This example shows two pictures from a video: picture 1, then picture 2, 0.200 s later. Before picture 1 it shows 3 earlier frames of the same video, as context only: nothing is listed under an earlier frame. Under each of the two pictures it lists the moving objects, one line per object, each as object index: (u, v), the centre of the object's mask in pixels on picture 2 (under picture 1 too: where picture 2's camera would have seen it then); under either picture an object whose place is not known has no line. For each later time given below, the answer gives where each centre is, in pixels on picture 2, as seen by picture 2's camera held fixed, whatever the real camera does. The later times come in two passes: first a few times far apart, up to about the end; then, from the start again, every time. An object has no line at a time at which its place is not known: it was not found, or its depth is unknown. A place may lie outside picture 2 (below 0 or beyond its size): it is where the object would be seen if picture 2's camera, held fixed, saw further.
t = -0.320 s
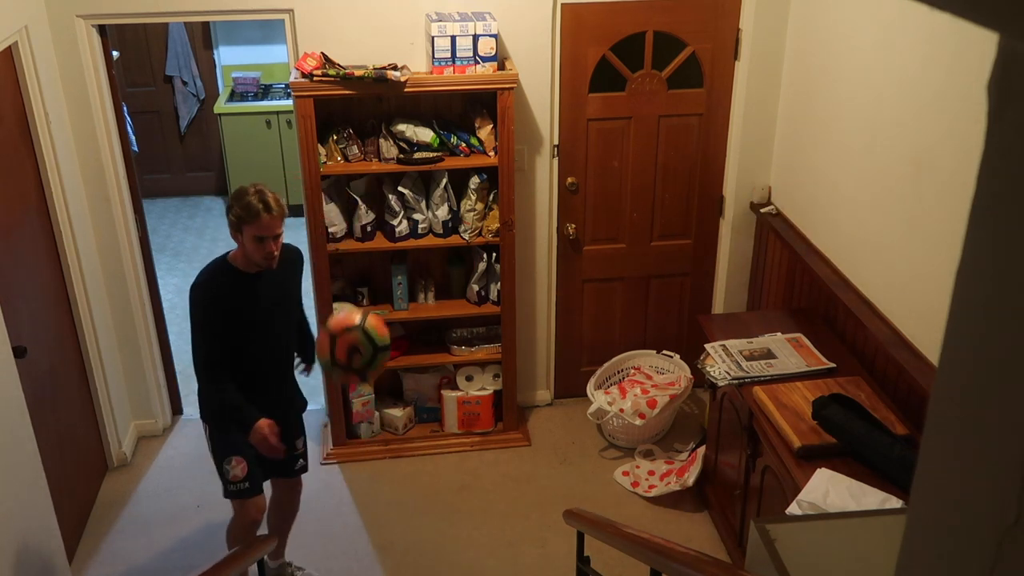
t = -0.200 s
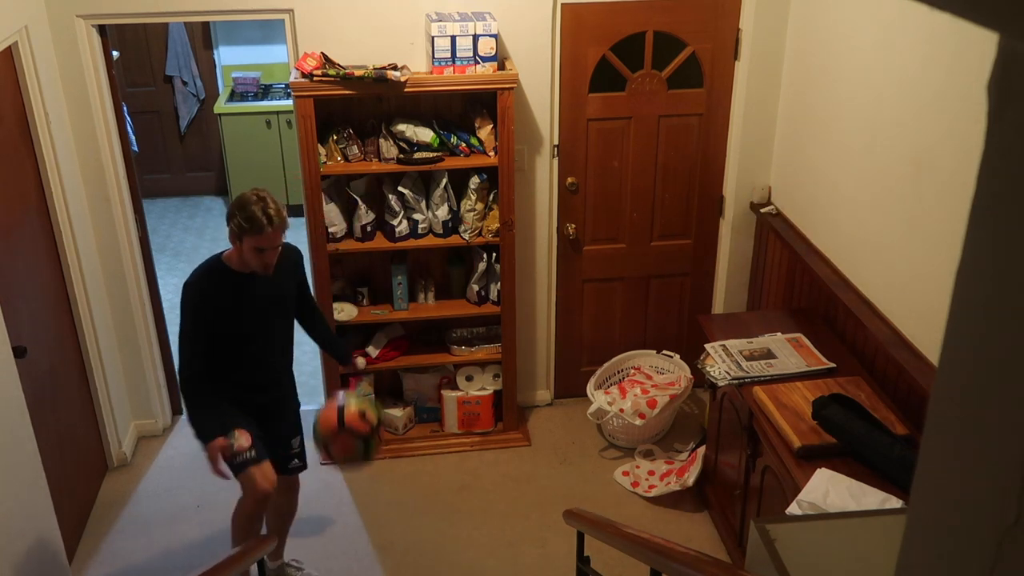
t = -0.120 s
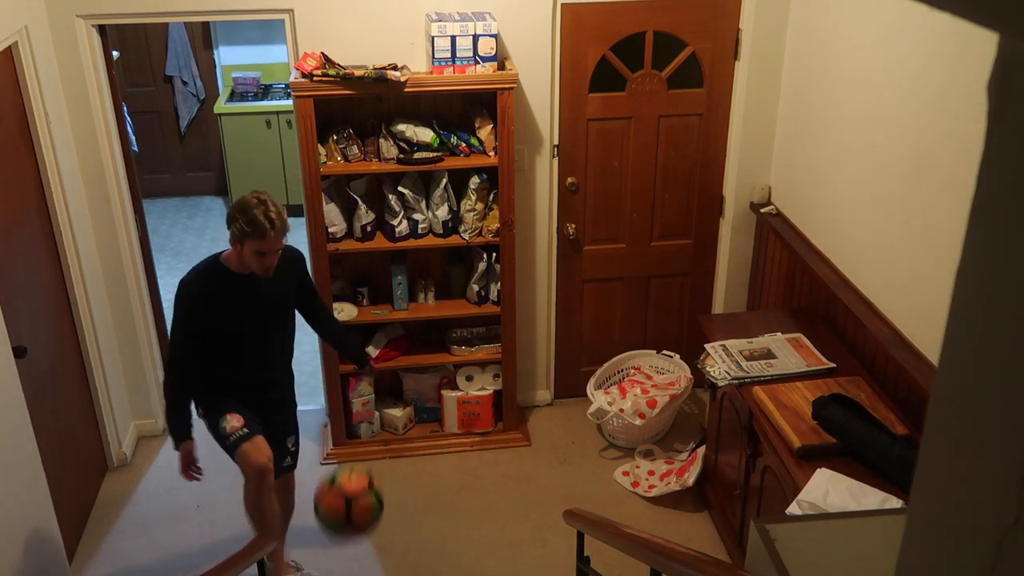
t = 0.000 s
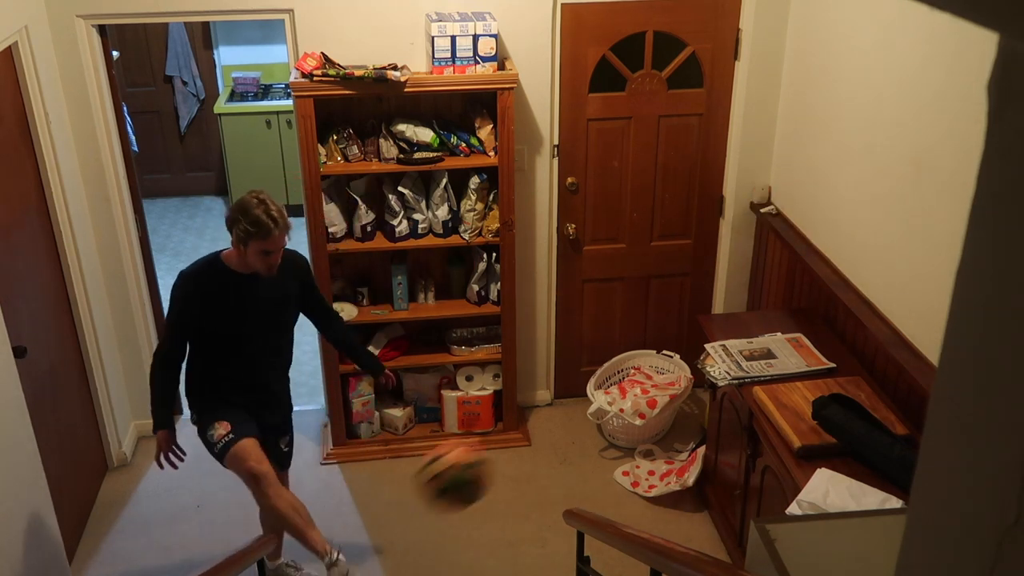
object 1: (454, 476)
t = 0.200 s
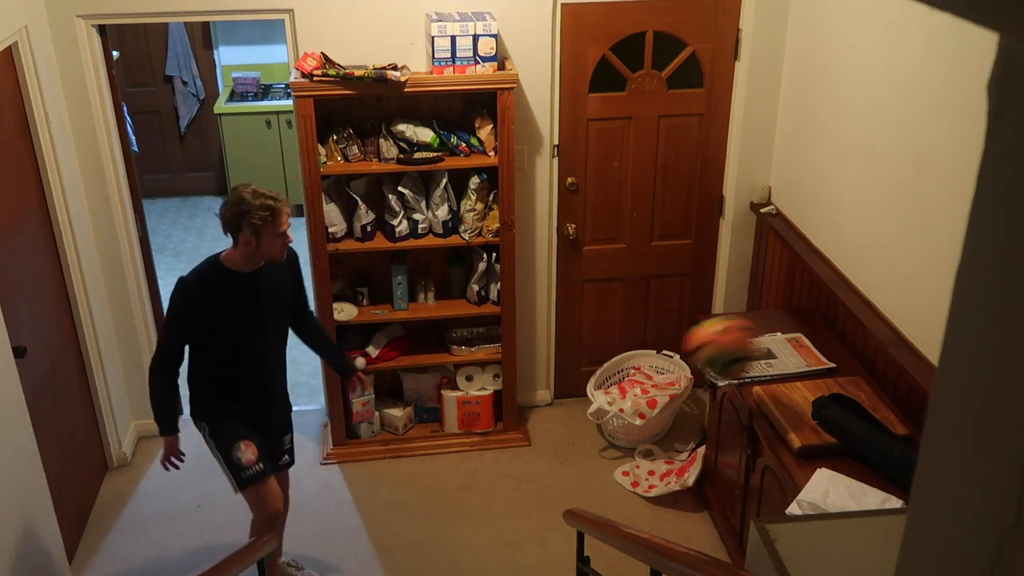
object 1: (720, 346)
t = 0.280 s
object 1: (820, 326)
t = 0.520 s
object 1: (835, 172)
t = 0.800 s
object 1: (724, 120)
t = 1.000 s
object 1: (640, 205)
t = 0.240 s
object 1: (773, 333)
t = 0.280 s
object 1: (820, 326)
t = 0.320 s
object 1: (863, 321)
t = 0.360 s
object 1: (887, 286)
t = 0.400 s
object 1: (874, 252)
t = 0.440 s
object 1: (862, 221)
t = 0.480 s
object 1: (849, 195)
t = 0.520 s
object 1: (835, 172)
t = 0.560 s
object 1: (820, 151)
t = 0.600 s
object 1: (806, 135)
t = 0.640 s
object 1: (791, 124)
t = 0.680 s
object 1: (775, 118)
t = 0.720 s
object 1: (757, 115)
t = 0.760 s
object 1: (740, 115)
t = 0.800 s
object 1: (724, 120)
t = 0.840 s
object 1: (707, 129)
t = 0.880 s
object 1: (689, 144)
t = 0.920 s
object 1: (672, 161)
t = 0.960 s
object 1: (656, 181)
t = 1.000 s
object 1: (640, 205)
